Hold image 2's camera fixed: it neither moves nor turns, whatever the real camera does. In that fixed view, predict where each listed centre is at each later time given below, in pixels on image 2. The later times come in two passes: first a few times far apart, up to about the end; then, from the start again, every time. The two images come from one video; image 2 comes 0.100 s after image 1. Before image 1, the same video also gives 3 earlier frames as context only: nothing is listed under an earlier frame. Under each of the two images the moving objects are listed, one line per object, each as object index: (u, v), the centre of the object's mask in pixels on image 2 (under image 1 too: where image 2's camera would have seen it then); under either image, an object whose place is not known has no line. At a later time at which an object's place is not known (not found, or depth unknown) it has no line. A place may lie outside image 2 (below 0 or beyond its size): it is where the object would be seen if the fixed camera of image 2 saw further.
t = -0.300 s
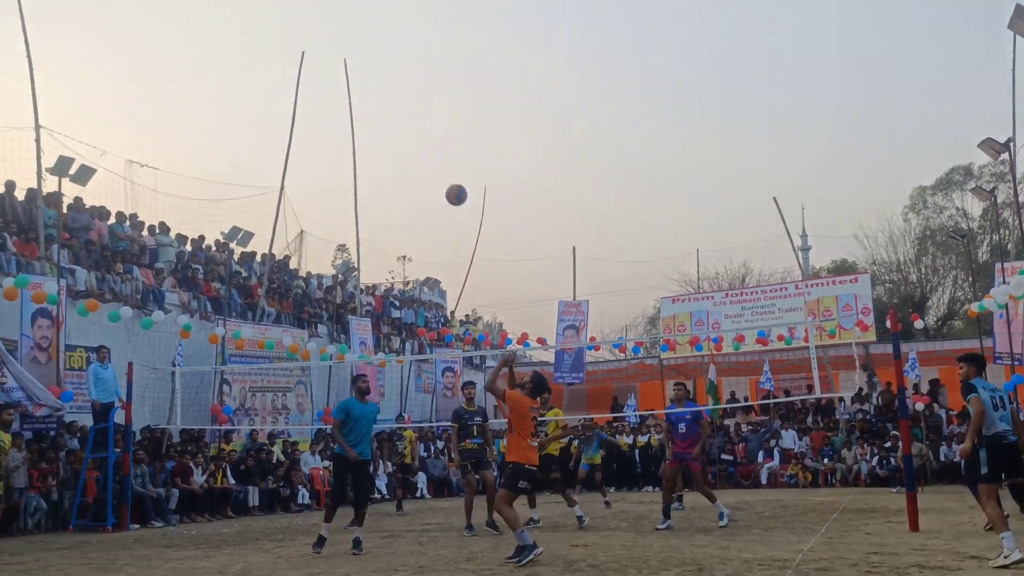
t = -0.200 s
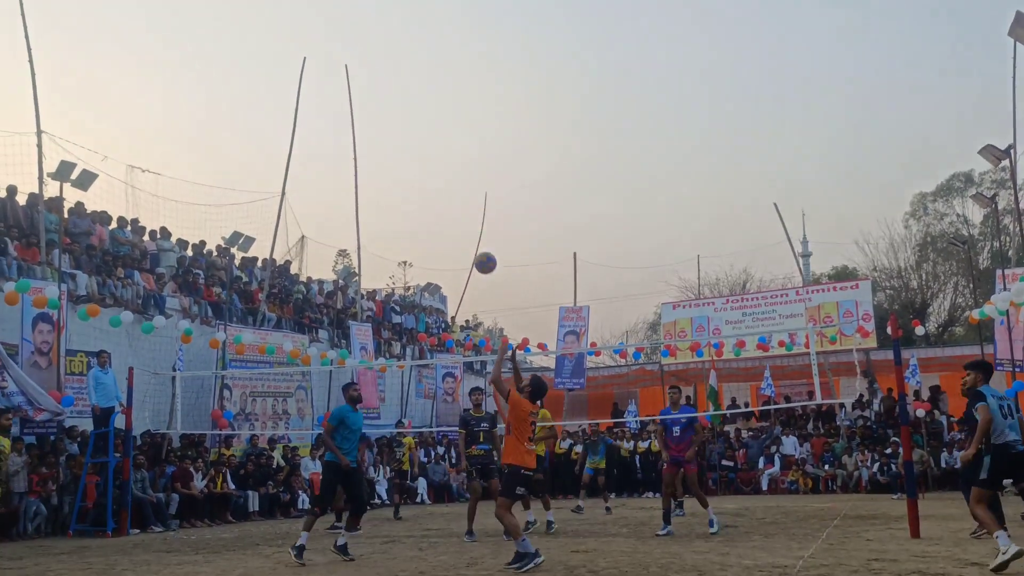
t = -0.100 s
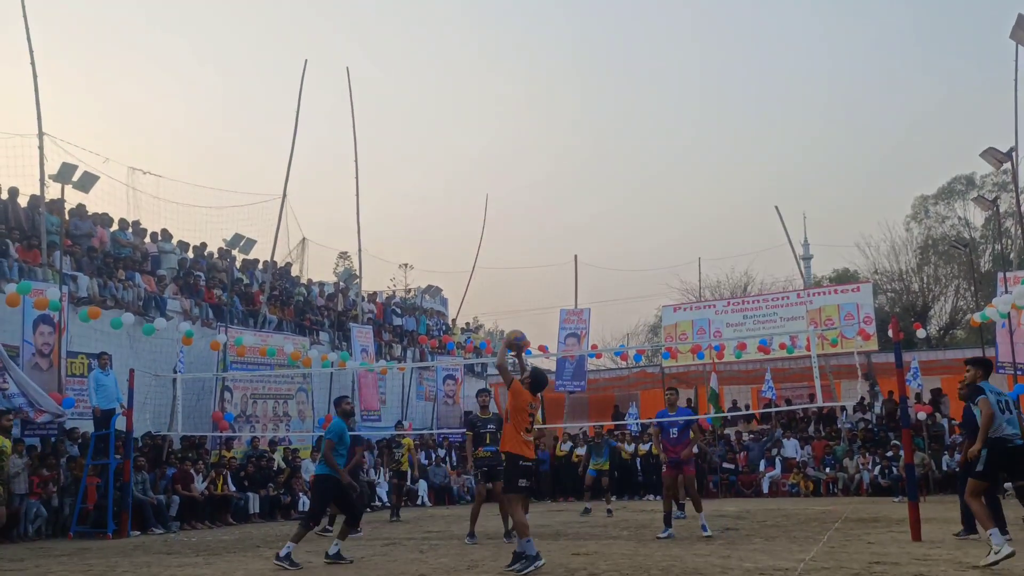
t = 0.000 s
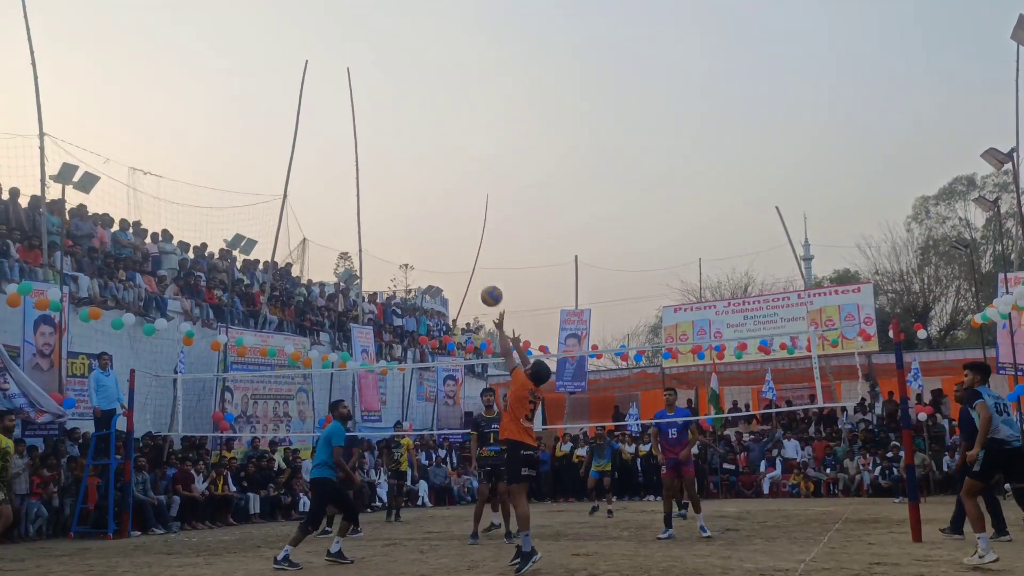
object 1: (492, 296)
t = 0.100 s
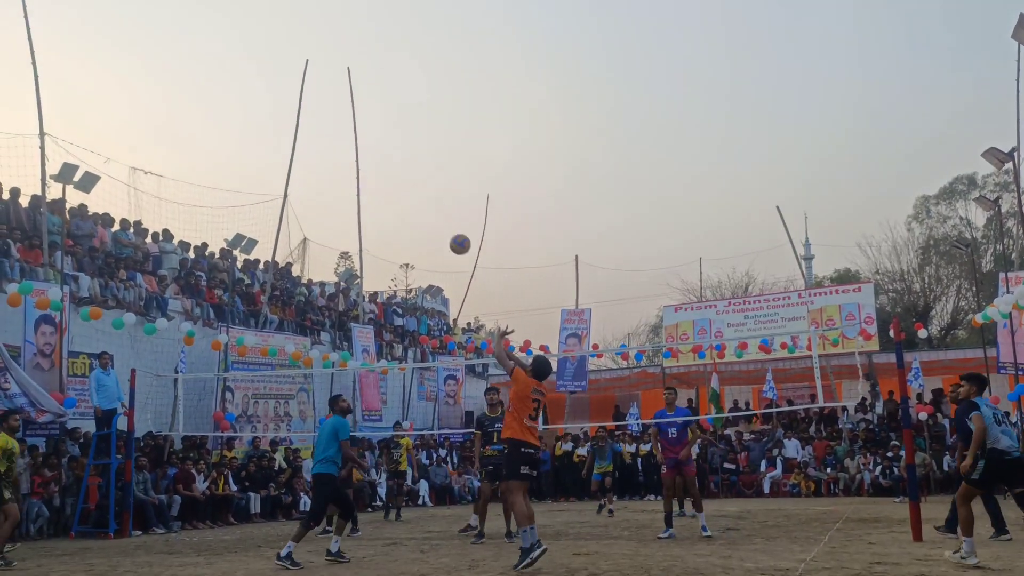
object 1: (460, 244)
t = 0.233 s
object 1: (413, 186)
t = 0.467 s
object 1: (350, 147)
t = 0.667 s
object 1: (307, 152)
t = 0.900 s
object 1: (267, 191)
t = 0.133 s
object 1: (448, 227)
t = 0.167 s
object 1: (436, 212)
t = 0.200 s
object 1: (424, 198)
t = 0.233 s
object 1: (413, 186)
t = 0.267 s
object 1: (402, 176)
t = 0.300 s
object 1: (392, 168)
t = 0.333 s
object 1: (387, 164)
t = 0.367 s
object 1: (377, 158)
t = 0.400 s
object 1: (368, 153)
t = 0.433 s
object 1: (359, 149)
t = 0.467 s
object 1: (350, 147)
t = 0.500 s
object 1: (346, 146)
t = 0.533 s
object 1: (338, 145)
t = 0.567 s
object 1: (330, 145)
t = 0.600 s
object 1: (322, 146)
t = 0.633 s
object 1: (315, 149)
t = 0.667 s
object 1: (307, 152)
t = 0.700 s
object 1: (301, 156)
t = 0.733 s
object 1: (297, 159)
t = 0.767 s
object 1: (290, 164)
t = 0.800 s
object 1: (283, 171)
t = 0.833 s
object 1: (277, 178)
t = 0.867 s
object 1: (271, 186)
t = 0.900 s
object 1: (267, 191)
